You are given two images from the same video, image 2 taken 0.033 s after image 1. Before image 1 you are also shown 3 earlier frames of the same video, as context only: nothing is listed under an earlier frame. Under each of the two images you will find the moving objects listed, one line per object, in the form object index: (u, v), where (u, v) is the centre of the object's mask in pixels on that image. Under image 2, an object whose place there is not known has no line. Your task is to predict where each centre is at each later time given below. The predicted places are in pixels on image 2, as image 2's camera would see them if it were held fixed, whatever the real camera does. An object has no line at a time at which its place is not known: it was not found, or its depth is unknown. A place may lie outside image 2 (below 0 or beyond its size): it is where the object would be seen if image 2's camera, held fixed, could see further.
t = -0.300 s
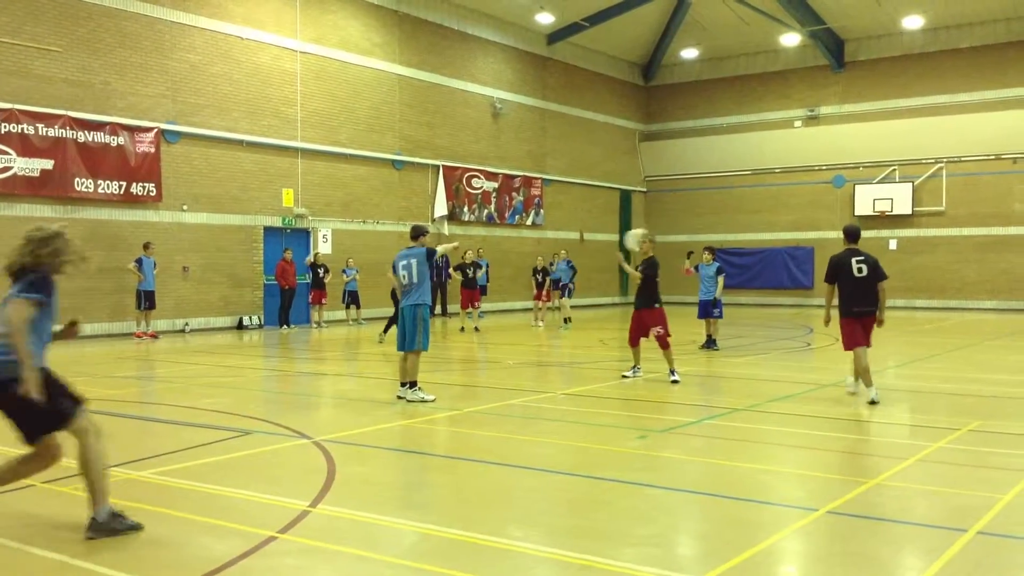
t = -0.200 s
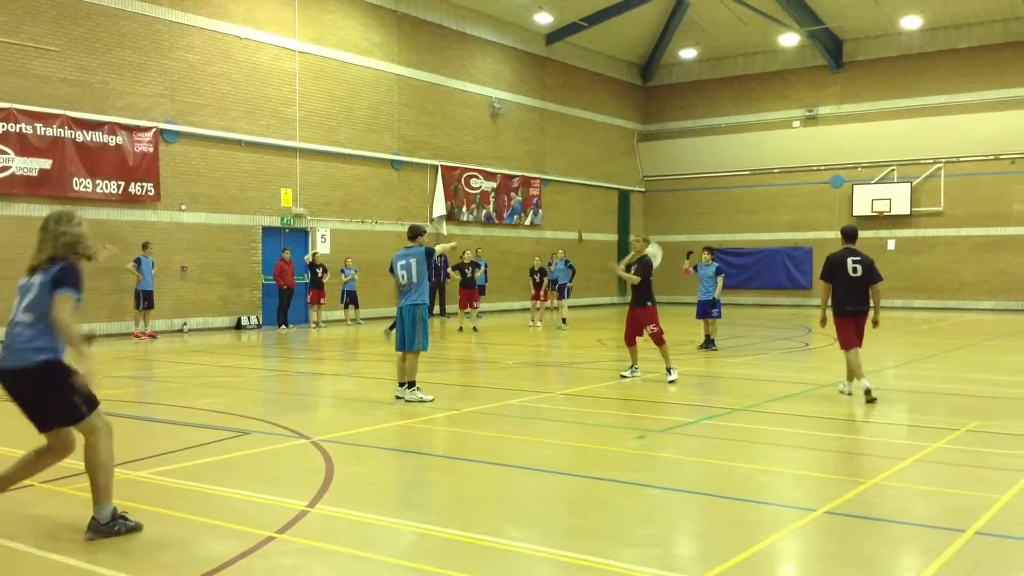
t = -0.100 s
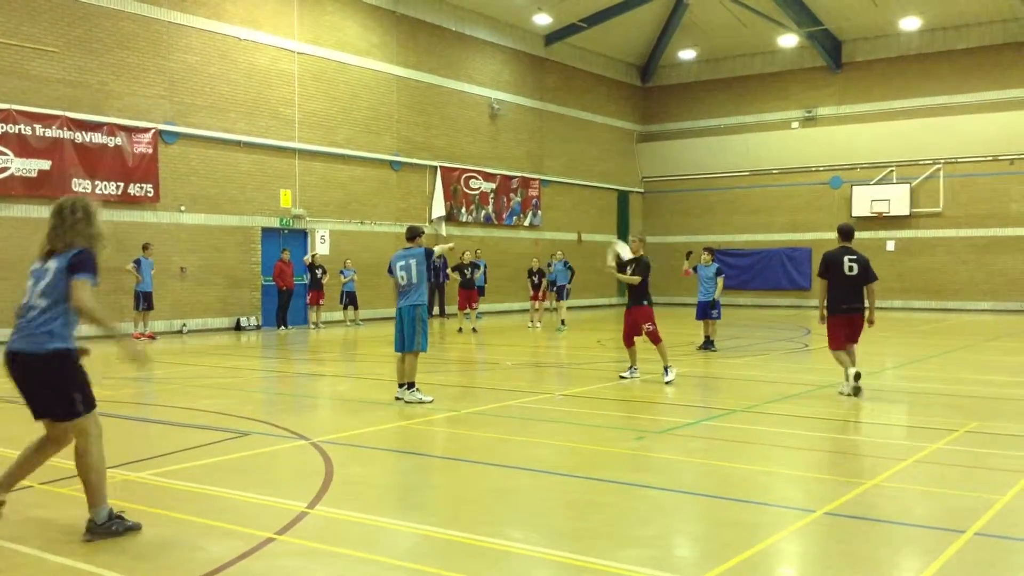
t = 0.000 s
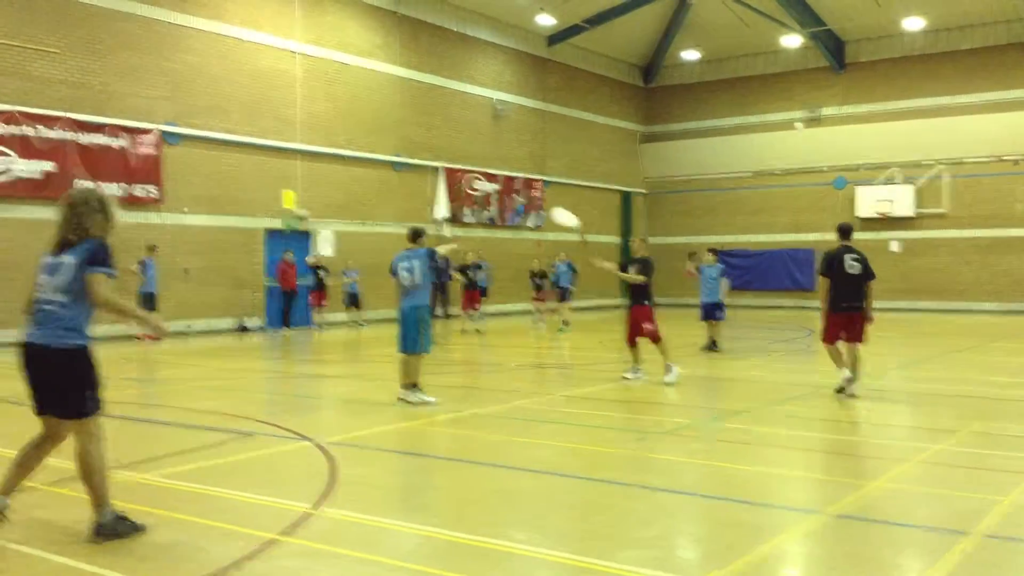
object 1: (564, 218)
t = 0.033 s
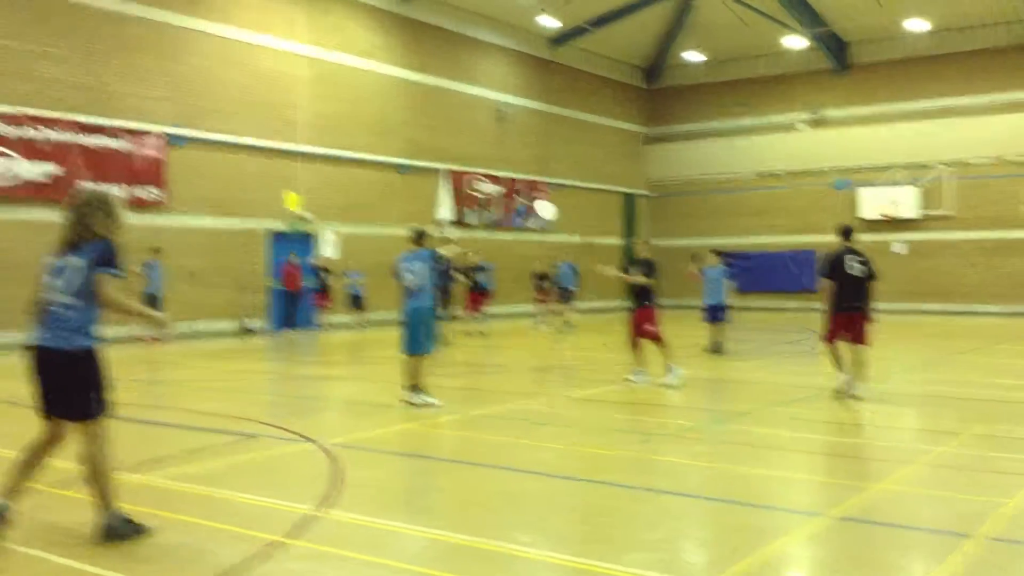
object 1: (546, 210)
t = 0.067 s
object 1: (523, 201)
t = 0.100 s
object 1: (503, 192)
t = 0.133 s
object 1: (484, 184)
